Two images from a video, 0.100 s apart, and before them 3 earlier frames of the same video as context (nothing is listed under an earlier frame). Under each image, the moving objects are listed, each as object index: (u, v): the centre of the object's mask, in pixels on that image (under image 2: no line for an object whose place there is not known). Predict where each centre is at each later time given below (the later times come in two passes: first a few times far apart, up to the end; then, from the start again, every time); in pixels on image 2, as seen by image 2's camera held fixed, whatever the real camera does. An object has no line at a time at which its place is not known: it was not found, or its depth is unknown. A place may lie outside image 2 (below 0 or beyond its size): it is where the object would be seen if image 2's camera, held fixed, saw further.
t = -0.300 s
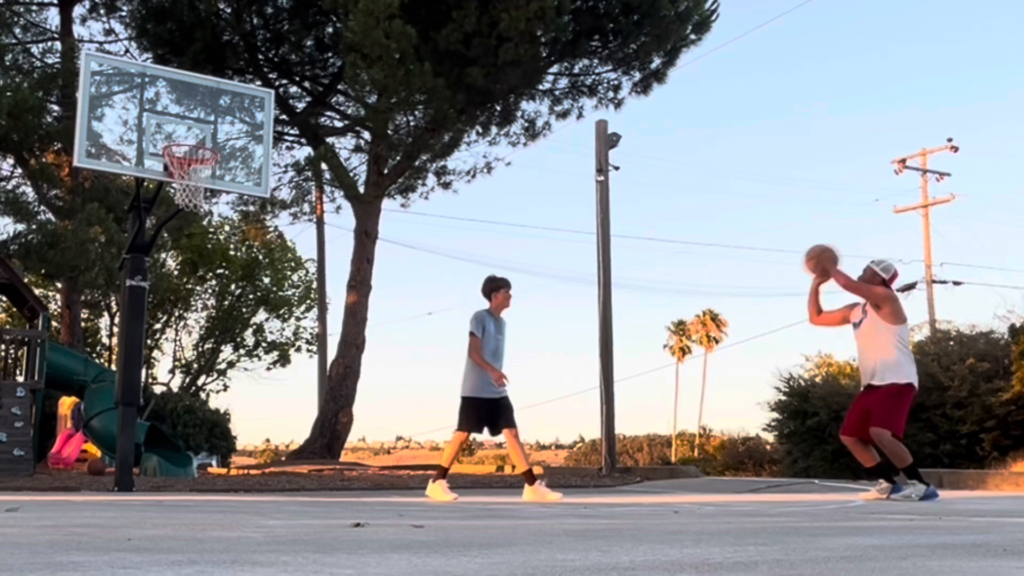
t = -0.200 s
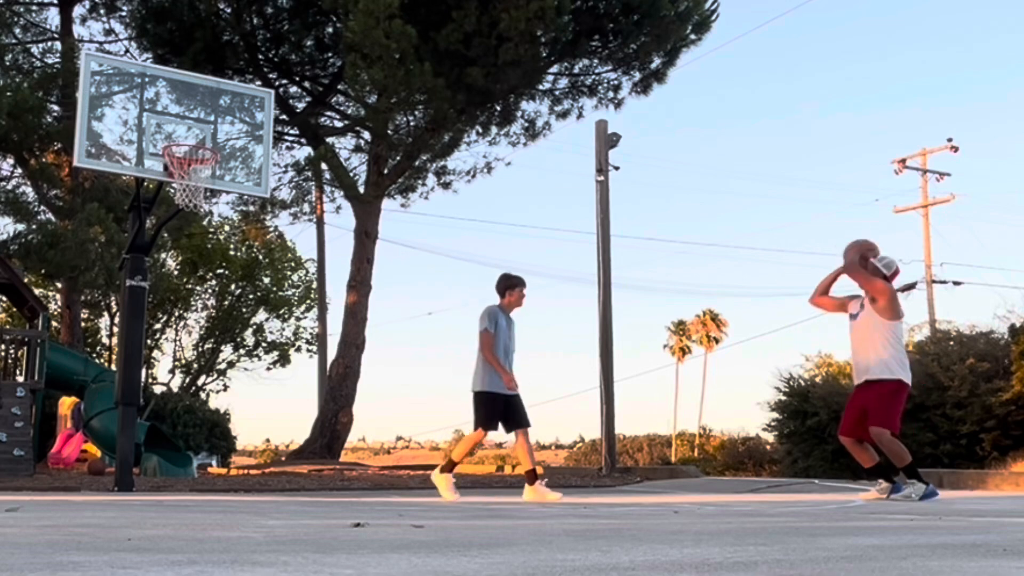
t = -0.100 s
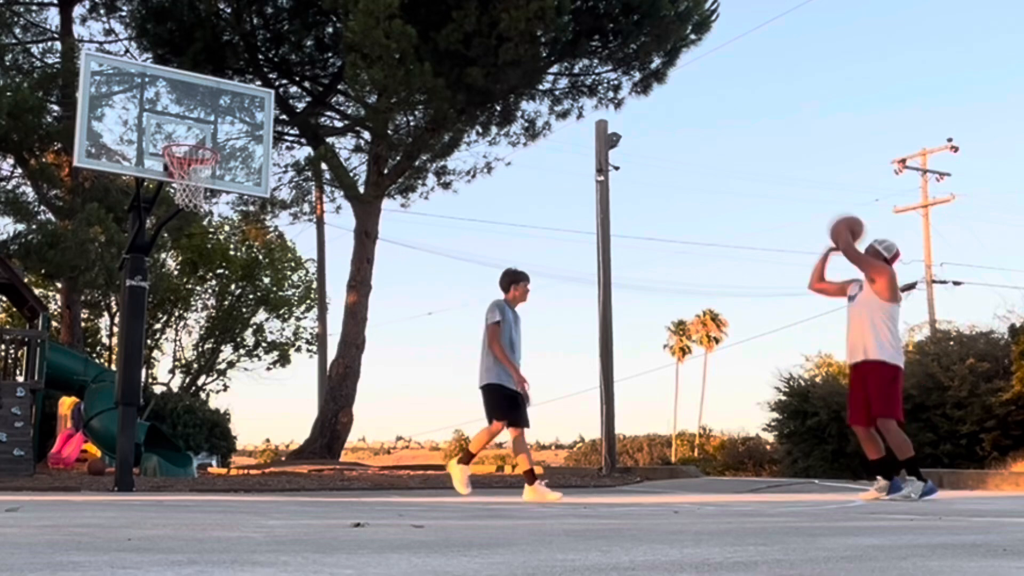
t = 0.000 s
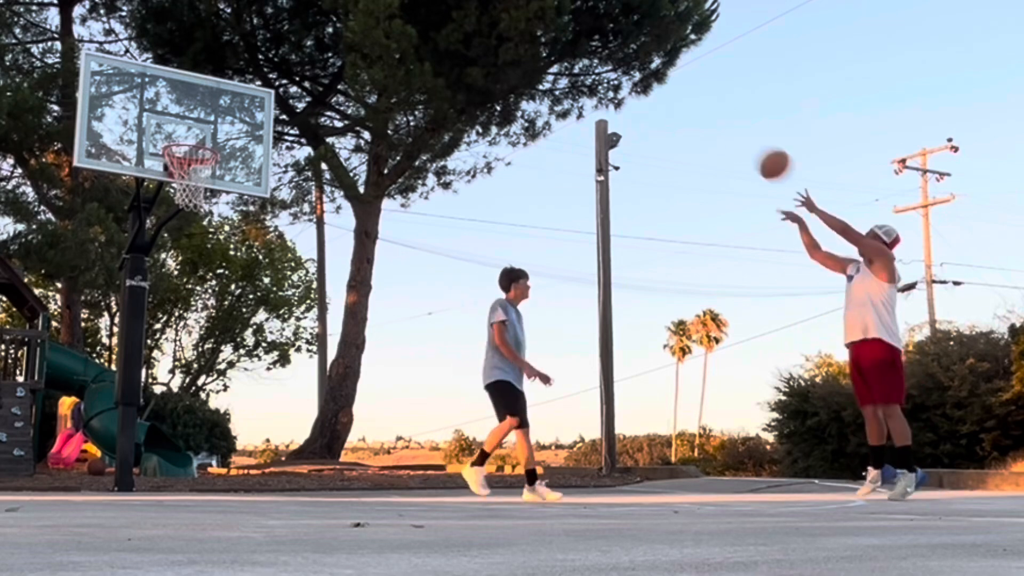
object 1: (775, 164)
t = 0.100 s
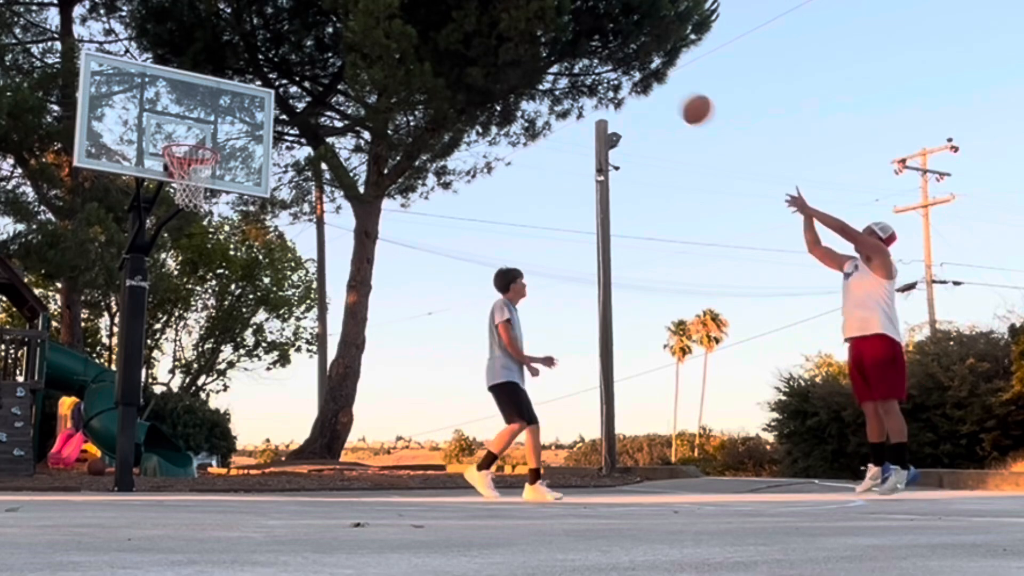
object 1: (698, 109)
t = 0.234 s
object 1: (603, 59)
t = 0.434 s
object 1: (479, 29)
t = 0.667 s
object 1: (334, 52)
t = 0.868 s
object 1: (227, 116)
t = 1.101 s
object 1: (193, 187)
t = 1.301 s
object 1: (219, 216)
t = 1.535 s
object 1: (246, 296)
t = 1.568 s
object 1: (249, 313)
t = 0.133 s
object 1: (673, 95)
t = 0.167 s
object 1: (649, 81)
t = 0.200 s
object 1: (625, 69)
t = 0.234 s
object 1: (603, 59)
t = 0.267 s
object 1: (580, 50)
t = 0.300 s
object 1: (560, 43)
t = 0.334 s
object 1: (538, 38)
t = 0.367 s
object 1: (518, 34)
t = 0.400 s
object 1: (499, 31)
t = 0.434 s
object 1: (479, 29)
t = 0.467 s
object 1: (458, 29)
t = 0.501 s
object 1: (435, 30)
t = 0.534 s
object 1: (414, 31)
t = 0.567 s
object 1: (395, 35)
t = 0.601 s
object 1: (372, 40)
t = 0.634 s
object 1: (353, 45)
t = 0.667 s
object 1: (334, 52)
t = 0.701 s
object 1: (315, 59)
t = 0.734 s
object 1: (298, 68)
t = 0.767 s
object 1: (279, 78)
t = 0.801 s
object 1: (261, 89)
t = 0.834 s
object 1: (244, 102)
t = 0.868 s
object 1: (227, 116)
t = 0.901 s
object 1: (209, 131)
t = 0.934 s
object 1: (195, 141)
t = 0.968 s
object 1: (178, 154)
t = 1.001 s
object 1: (175, 160)
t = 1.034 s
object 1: (178, 157)
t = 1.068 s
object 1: (192, 179)
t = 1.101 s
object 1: (193, 187)
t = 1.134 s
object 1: (197, 194)
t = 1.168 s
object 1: (203, 195)
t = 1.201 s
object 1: (207, 198)
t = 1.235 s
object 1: (211, 202)
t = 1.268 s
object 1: (215, 208)
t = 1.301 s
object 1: (219, 216)
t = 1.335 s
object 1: (223, 224)
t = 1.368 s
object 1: (226, 233)
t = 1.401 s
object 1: (230, 244)
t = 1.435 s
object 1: (234, 256)
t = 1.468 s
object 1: (239, 269)
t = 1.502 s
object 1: (242, 281)
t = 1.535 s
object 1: (246, 296)
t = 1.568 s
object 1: (249, 313)
